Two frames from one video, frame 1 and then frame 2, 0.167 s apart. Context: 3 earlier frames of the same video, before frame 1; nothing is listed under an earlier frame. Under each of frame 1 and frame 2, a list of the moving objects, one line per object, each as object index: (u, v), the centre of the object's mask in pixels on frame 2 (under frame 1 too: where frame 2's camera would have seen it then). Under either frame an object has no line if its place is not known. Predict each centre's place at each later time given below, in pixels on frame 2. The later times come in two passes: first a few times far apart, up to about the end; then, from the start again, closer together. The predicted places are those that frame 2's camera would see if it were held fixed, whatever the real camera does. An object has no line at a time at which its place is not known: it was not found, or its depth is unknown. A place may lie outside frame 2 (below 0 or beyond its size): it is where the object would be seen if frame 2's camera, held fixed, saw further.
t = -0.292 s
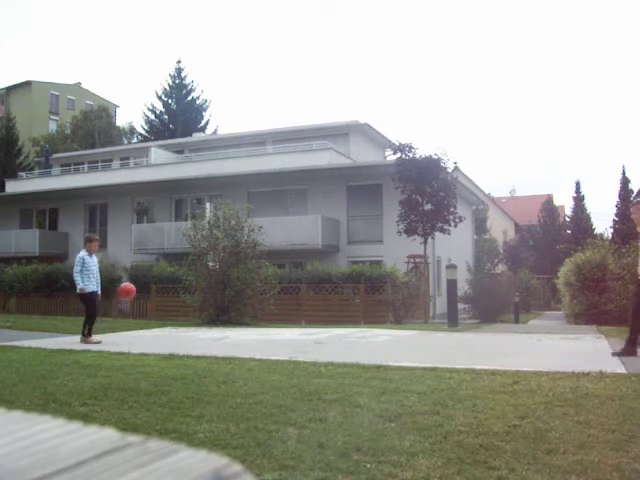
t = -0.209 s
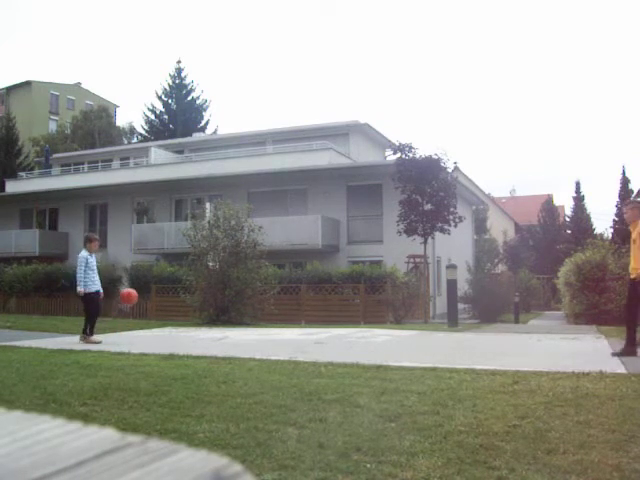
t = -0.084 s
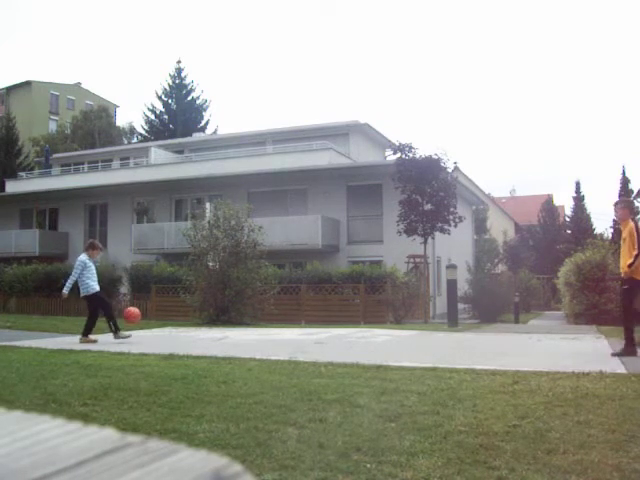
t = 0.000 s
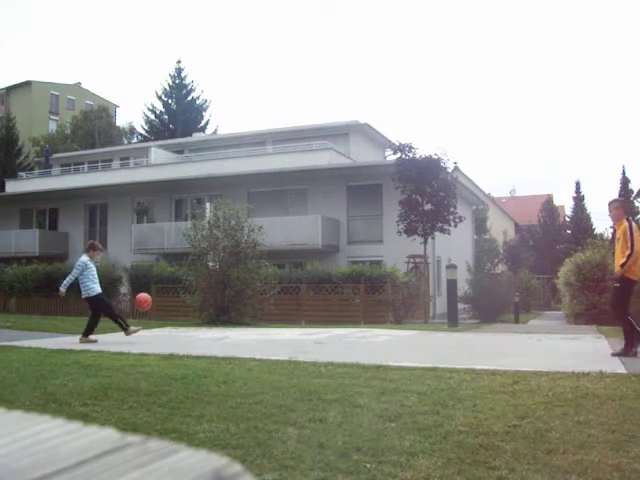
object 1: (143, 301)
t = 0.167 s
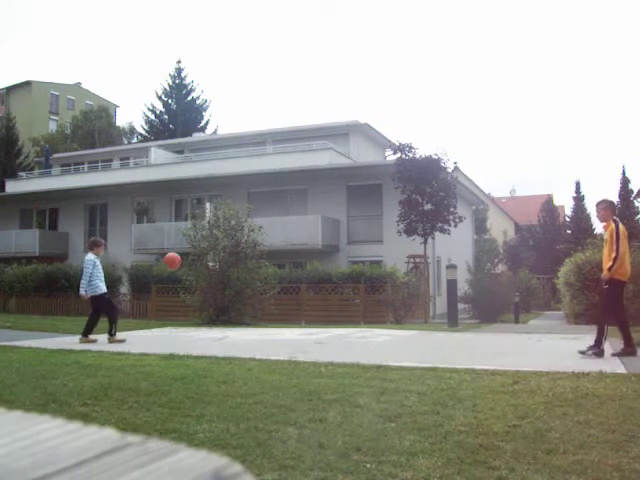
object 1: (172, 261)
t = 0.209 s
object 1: (179, 254)
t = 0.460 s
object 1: (219, 243)
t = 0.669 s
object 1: (252, 271)
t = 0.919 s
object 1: (286, 320)
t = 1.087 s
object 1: (295, 286)
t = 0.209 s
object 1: (179, 254)
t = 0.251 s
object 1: (186, 248)
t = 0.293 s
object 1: (192, 245)
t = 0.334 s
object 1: (199, 243)
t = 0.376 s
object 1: (206, 241)
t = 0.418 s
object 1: (213, 241)
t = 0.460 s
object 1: (219, 243)
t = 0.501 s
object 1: (226, 246)
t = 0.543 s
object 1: (232, 250)
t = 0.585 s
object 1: (239, 255)
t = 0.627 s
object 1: (245, 262)
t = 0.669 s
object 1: (252, 271)
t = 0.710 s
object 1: (258, 280)
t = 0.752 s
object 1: (264, 290)
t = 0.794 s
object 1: (271, 302)
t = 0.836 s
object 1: (277, 315)
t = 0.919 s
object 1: (286, 320)
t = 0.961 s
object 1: (288, 310)
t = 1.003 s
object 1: (290, 301)
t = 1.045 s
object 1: (293, 293)
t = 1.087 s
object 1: (295, 286)
